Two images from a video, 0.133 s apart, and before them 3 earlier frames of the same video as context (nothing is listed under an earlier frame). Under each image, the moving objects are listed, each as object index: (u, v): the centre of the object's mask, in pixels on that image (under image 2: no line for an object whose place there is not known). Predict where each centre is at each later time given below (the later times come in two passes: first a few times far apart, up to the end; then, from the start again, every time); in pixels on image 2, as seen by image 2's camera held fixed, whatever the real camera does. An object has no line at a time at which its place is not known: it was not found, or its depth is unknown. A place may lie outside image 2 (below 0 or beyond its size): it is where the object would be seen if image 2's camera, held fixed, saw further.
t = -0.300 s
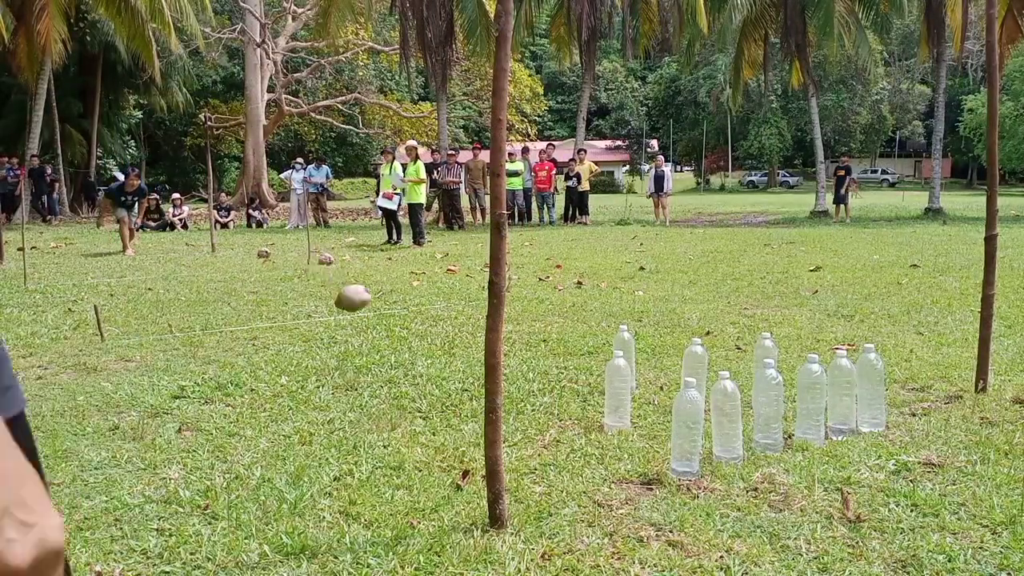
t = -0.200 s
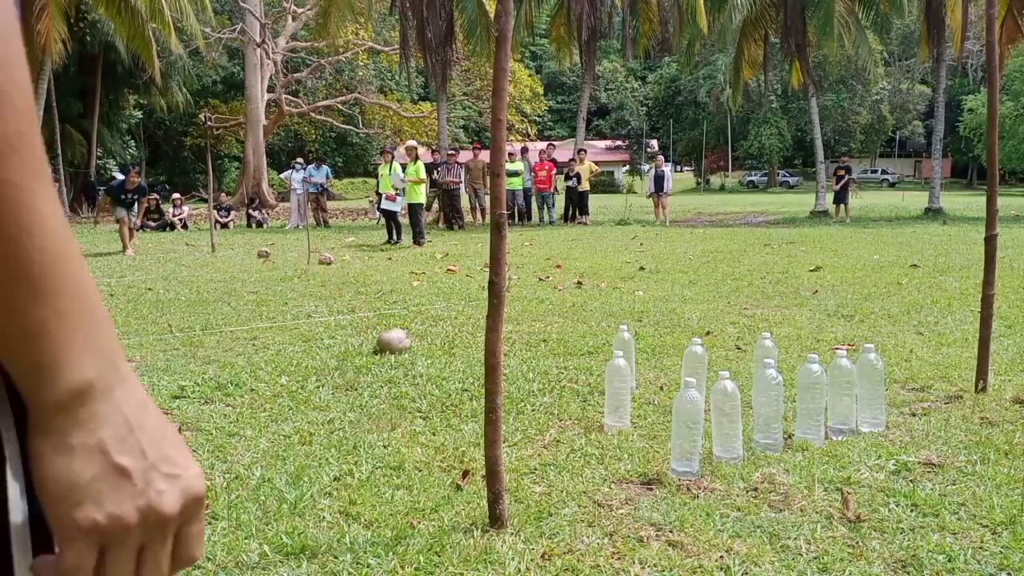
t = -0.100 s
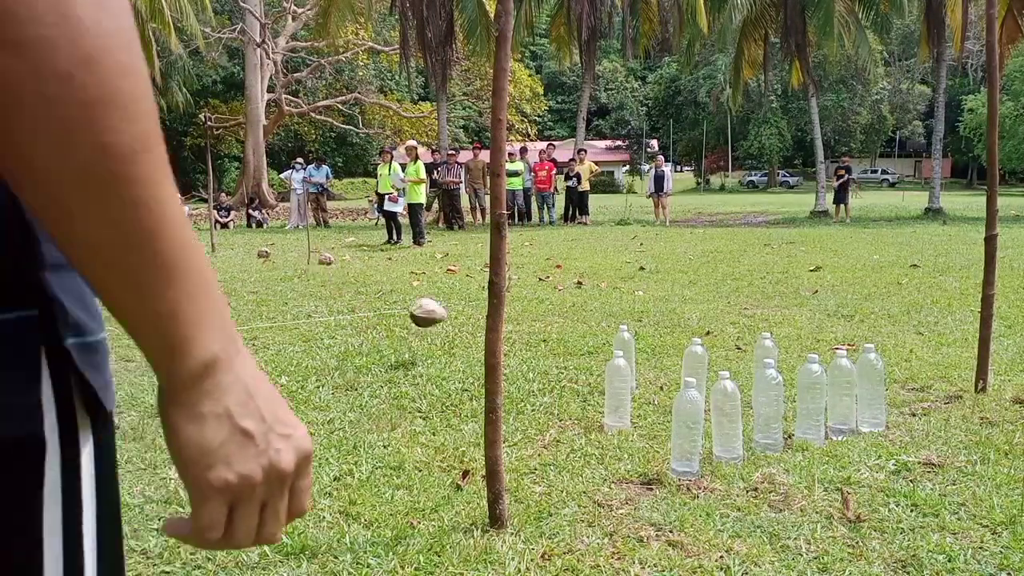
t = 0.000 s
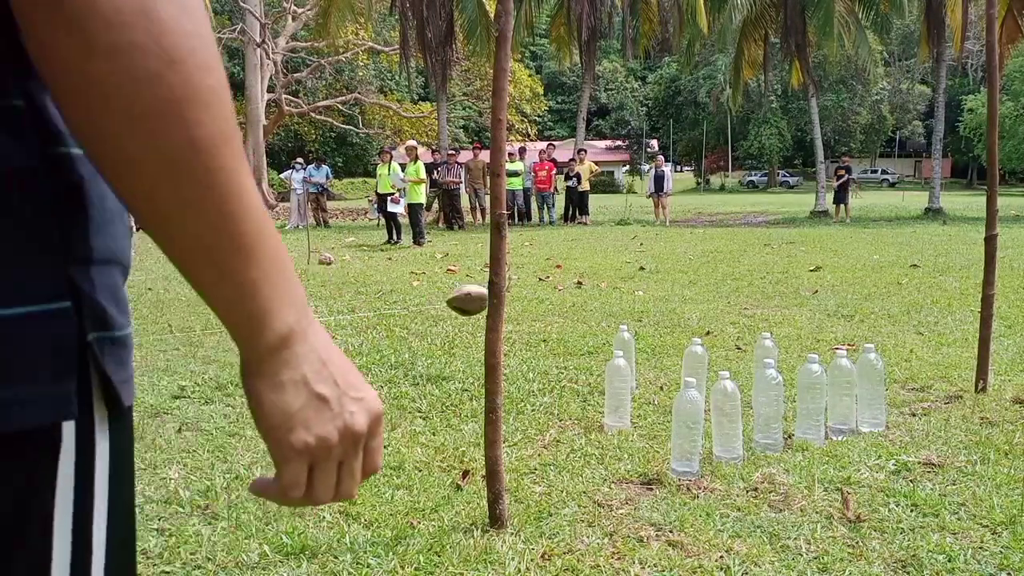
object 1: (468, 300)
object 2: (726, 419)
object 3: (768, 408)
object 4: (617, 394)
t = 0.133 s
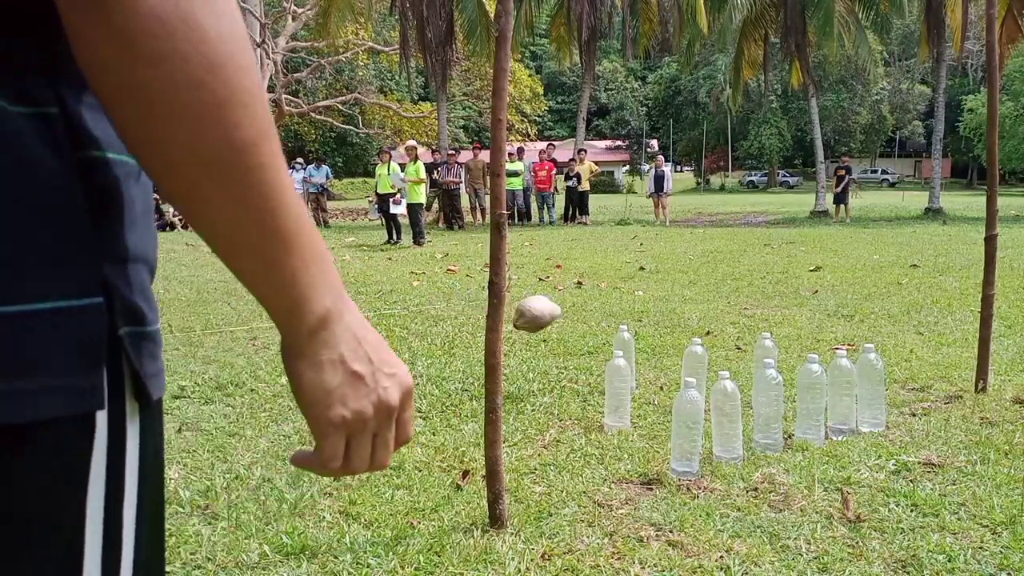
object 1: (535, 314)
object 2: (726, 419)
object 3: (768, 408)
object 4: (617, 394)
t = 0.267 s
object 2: (726, 419)
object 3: (768, 408)
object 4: (617, 394)
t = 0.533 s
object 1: (797, 416)
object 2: (767, 466)
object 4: (621, 446)
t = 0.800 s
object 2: (757, 463)
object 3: (822, 436)
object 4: (617, 446)
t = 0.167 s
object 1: (554, 328)
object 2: (726, 420)
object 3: (768, 408)
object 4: (617, 394)
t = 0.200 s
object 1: (574, 343)
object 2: (726, 419)
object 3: (768, 408)
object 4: (617, 394)
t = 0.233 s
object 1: (594, 359)
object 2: (726, 420)
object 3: (768, 408)
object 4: (617, 394)
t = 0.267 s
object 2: (726, 419)
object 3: (768, 408)
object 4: (617, 394)
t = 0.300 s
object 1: (650, 410)
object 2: (726, 419)
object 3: (768, 408)
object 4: (618, 405)
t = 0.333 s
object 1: (658, 402)
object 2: (726, 419)
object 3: (768, 408)
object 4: (618, 420)
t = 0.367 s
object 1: (681, 390)
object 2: (726, 419)
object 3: (768, 408)
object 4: (619, 418)
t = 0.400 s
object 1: (707, 388)
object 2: (726, 420)
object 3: (768, 408)
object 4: (619, 420)
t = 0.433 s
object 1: (719, 390)
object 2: (732, 423)
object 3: (768, 408)
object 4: (619, 421)
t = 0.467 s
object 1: (747, 396)
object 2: (745, 436)
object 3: (785, 407)
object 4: (620, 426)
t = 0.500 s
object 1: (773, 404)
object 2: (753, 456)
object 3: (812, 399)
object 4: (621, 434)
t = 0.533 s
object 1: (797, 416)
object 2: (767, 466)
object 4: (621, 446)
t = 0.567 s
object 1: (826, 436)
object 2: (757, 458)
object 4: (618, 446)
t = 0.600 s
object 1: (851, 459)
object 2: (759, 459)
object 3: (817, 430)
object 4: (617, 447)
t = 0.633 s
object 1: (878, 487)
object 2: (758, 461)
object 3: (822, 435)
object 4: (618, 447)
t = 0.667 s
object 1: (913, 489)
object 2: (758, 461)
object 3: (822, 435)
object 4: (618, 446)
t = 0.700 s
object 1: (949, 494)
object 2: (757, 461)
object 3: (822, 435)
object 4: (617, 447)
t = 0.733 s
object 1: (987, 511)
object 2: (757, 462)
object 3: (821, 435)
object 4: (617, 446)
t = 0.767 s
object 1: (1006, 523)
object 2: (757, 462)
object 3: (821, 436)
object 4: (617, 446)
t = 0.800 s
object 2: (757, 463)
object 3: (822, 436)
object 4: (617, 446)
